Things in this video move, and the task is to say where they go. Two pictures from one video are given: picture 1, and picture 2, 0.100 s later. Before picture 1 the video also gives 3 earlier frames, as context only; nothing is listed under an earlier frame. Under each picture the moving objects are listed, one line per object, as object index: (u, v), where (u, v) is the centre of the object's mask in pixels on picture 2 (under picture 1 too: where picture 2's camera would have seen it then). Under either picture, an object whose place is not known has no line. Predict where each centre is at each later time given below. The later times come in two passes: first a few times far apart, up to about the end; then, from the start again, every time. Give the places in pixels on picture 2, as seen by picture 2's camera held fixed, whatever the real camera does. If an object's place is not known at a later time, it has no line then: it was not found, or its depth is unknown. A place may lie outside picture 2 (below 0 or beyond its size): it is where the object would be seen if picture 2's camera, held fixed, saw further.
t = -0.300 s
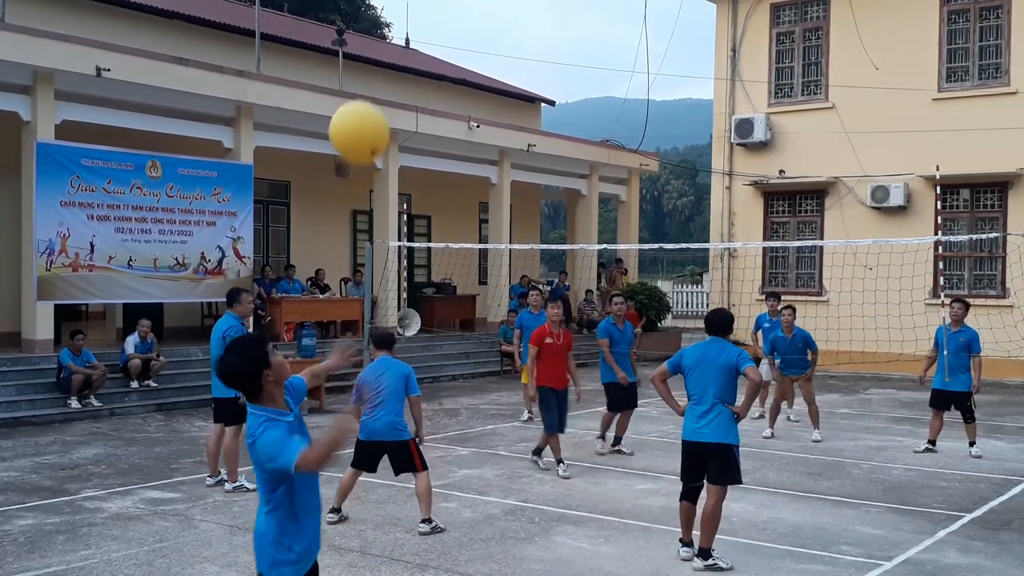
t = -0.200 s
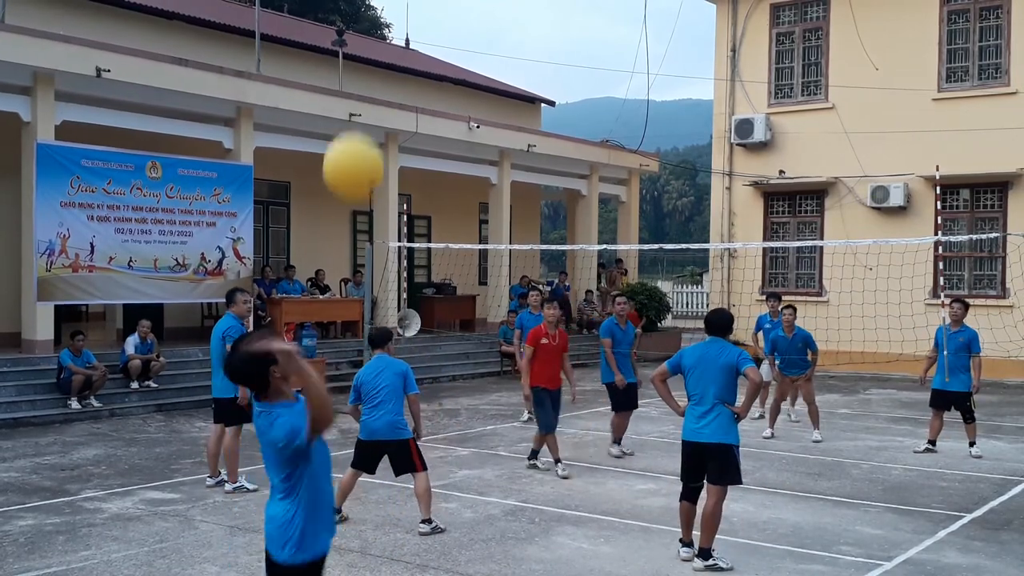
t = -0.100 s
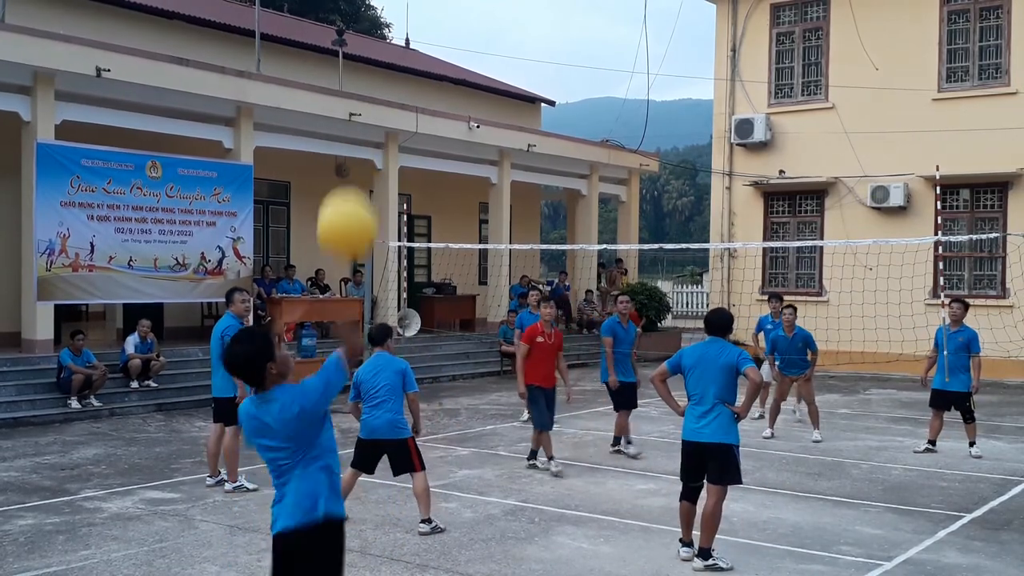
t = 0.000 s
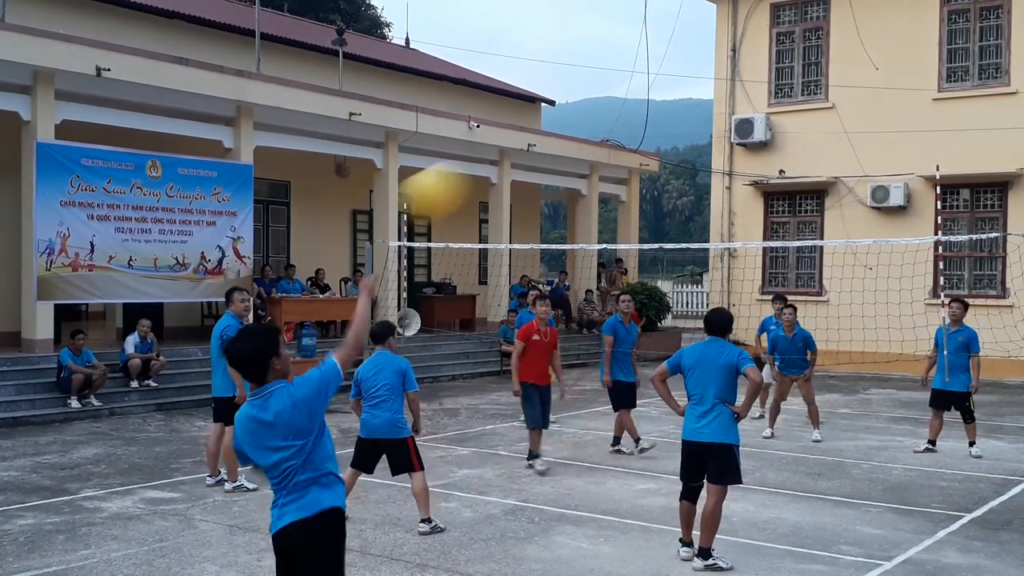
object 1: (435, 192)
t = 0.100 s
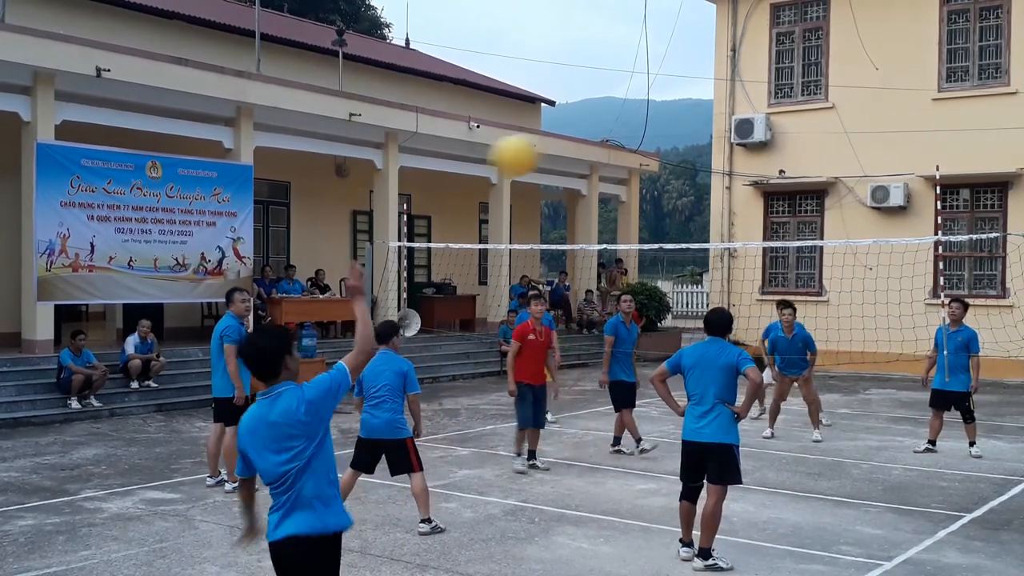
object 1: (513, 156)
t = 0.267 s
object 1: (593, 154)
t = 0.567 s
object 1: (654, 226)
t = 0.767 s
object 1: (675, 298)
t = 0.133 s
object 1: (535, 151)
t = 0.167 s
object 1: (553, 149)
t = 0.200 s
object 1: (568, 149)
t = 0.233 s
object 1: (581, 151)
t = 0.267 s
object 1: (593, 154)
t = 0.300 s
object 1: (603, 158)
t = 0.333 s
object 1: (613, 165)
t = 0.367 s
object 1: (620, 171)
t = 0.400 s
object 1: (628, 178)
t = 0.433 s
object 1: (635, 187)
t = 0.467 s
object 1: (640, 196)
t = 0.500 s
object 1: (646, 206)
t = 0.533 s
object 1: (651, 216)
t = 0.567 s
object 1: (654, 226)
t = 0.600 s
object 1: (658, 234)
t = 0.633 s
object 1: (662, 248)
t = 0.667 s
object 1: (666, 261)
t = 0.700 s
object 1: (668, 270)
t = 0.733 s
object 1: (671, 283)
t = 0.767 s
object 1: (675, 298)
